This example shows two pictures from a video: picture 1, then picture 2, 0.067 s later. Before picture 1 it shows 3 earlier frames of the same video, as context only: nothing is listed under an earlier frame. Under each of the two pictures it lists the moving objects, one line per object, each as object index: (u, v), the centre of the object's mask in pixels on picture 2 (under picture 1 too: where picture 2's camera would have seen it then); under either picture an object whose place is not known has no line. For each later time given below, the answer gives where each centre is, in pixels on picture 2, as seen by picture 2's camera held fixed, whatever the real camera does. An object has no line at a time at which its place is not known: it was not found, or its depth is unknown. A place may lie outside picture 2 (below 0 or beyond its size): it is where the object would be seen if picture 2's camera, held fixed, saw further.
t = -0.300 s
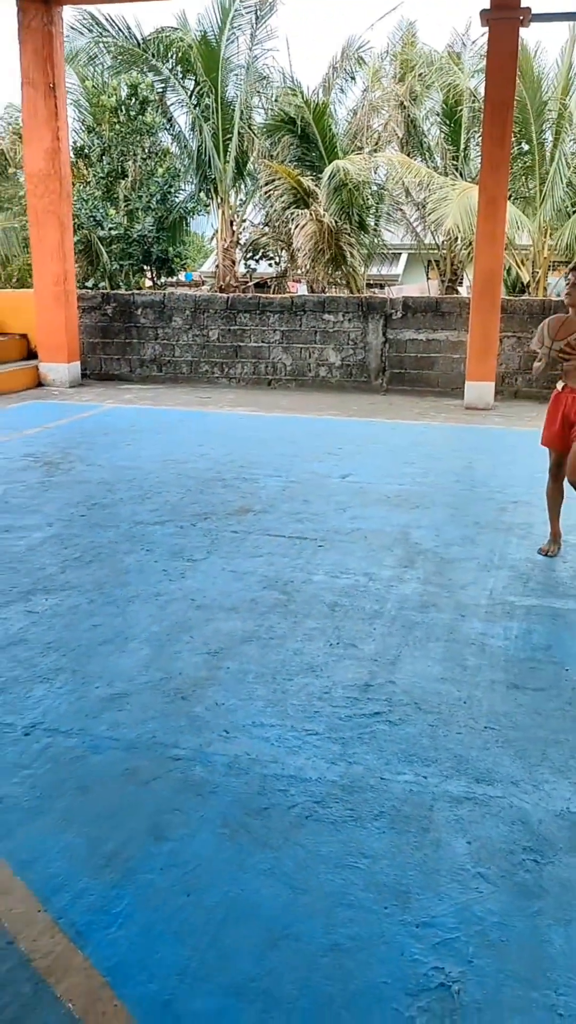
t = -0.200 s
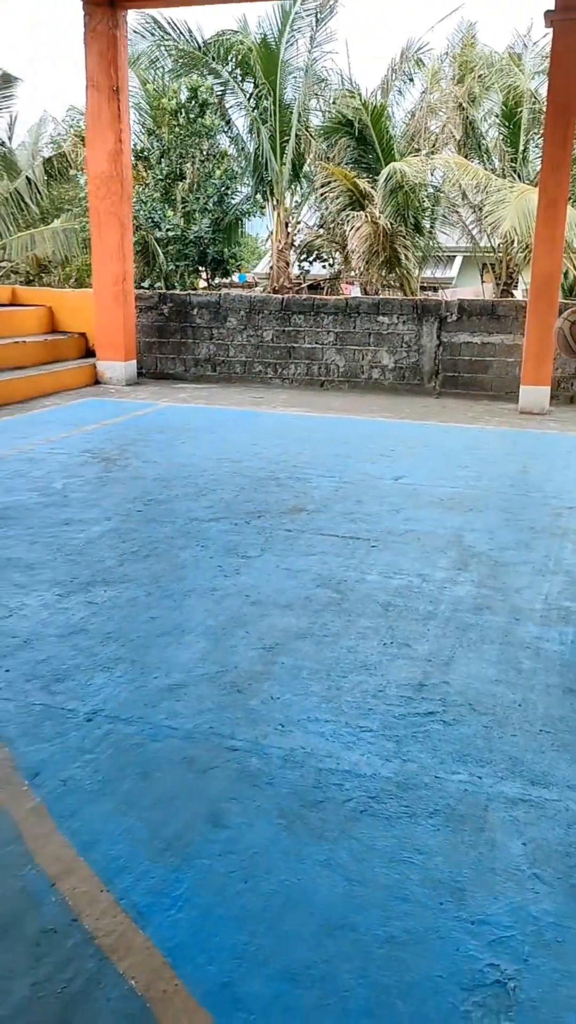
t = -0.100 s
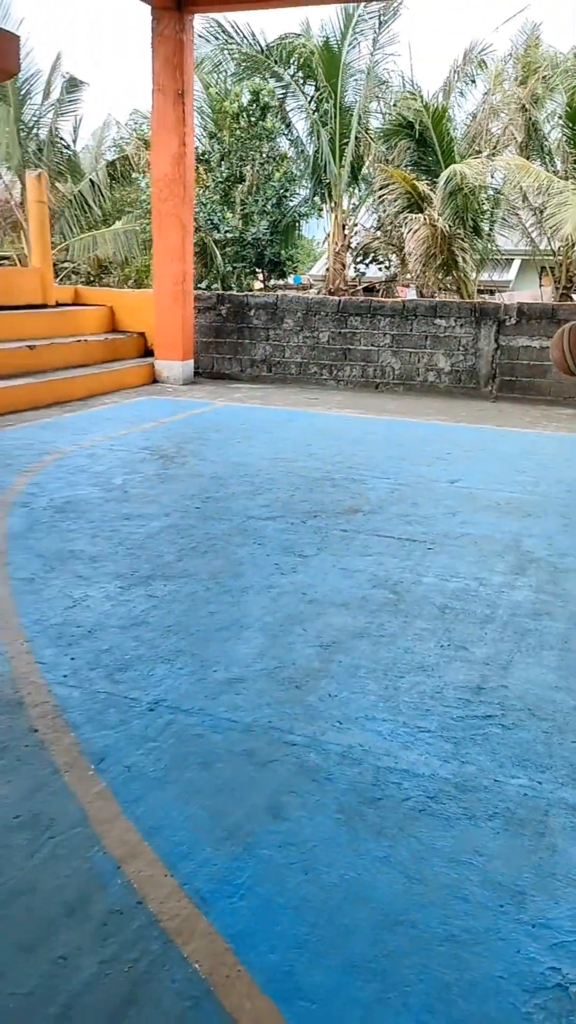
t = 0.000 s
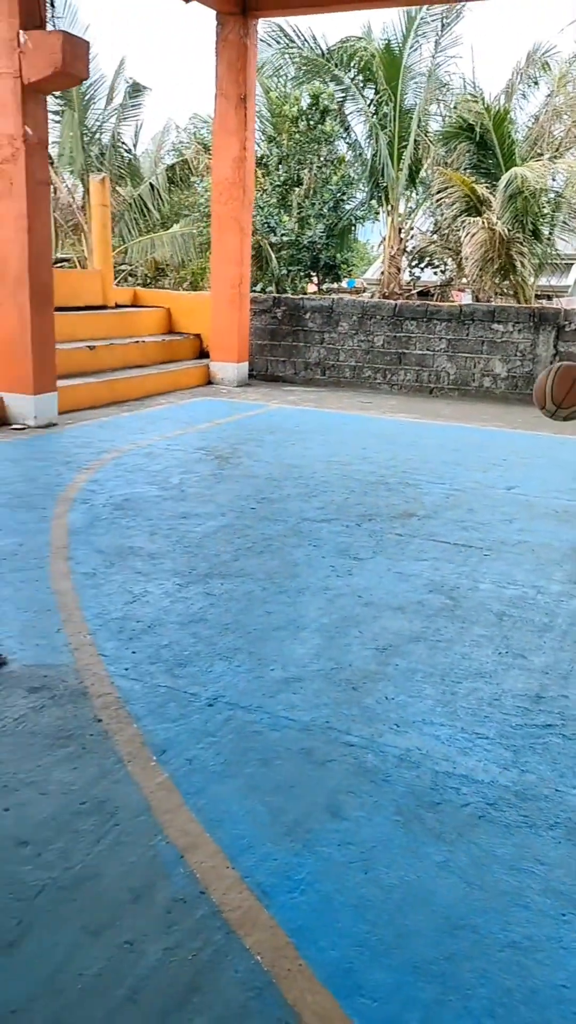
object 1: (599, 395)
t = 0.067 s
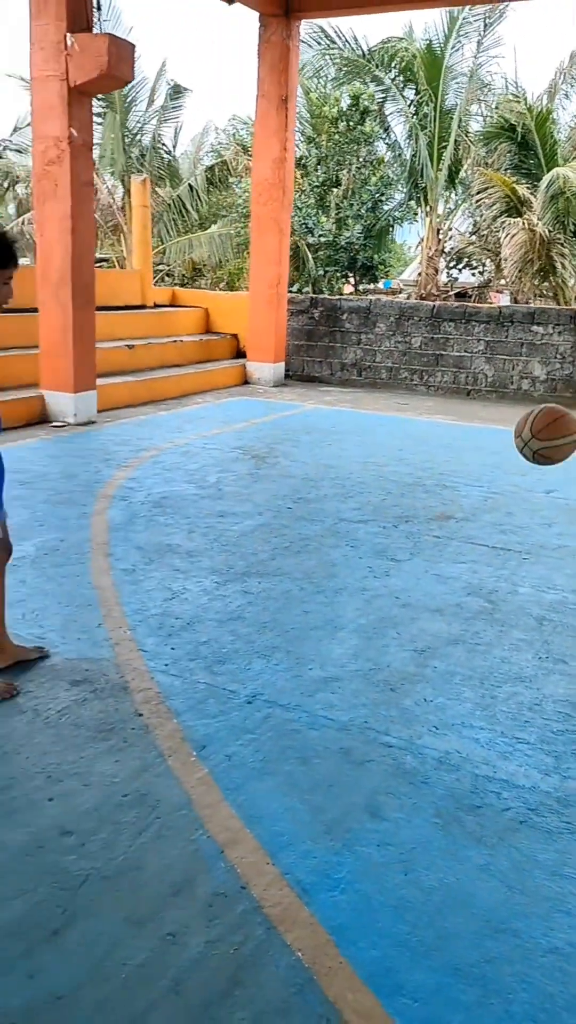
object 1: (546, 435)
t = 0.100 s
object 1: (515, 460)
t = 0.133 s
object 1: (481, 489)
